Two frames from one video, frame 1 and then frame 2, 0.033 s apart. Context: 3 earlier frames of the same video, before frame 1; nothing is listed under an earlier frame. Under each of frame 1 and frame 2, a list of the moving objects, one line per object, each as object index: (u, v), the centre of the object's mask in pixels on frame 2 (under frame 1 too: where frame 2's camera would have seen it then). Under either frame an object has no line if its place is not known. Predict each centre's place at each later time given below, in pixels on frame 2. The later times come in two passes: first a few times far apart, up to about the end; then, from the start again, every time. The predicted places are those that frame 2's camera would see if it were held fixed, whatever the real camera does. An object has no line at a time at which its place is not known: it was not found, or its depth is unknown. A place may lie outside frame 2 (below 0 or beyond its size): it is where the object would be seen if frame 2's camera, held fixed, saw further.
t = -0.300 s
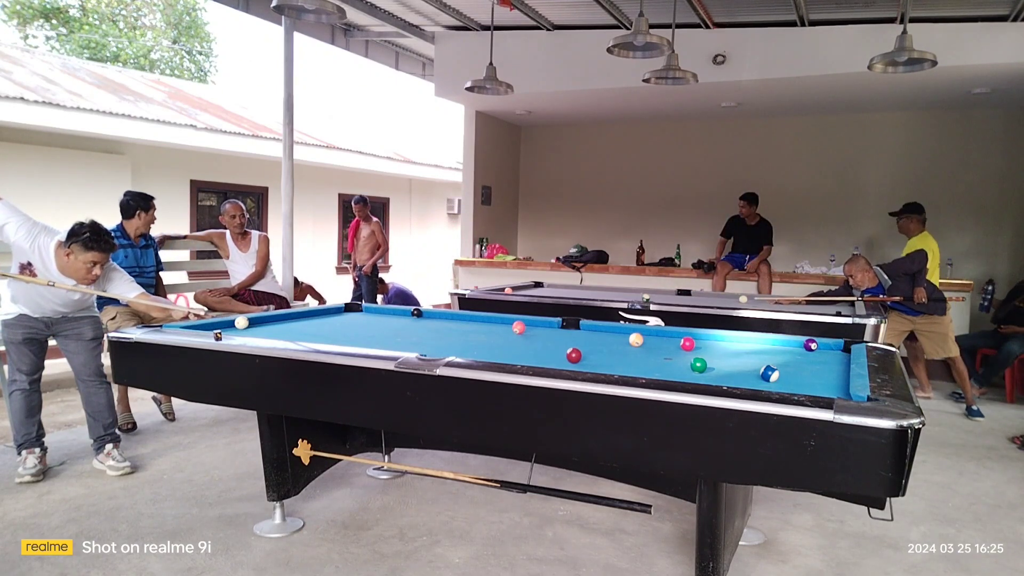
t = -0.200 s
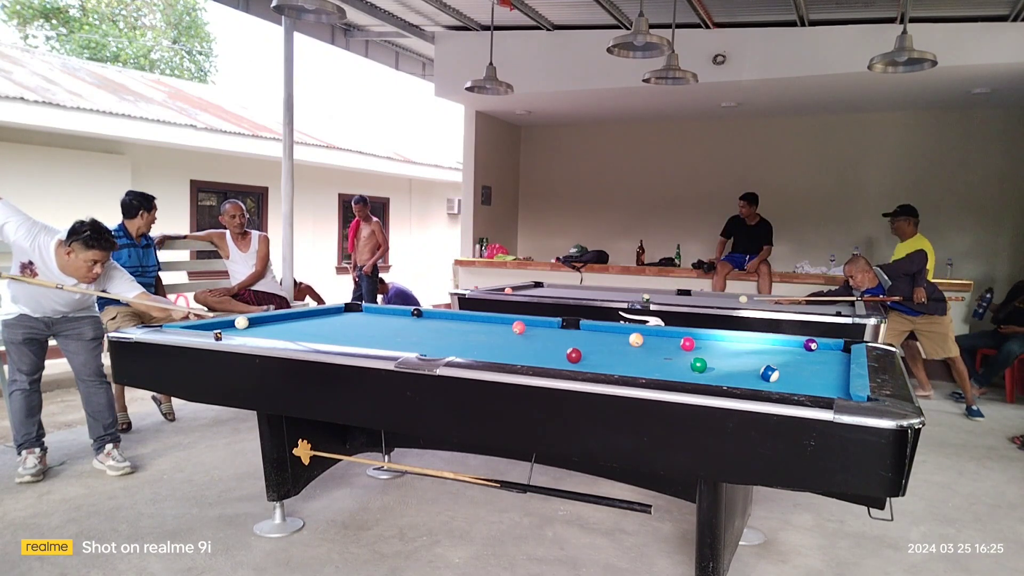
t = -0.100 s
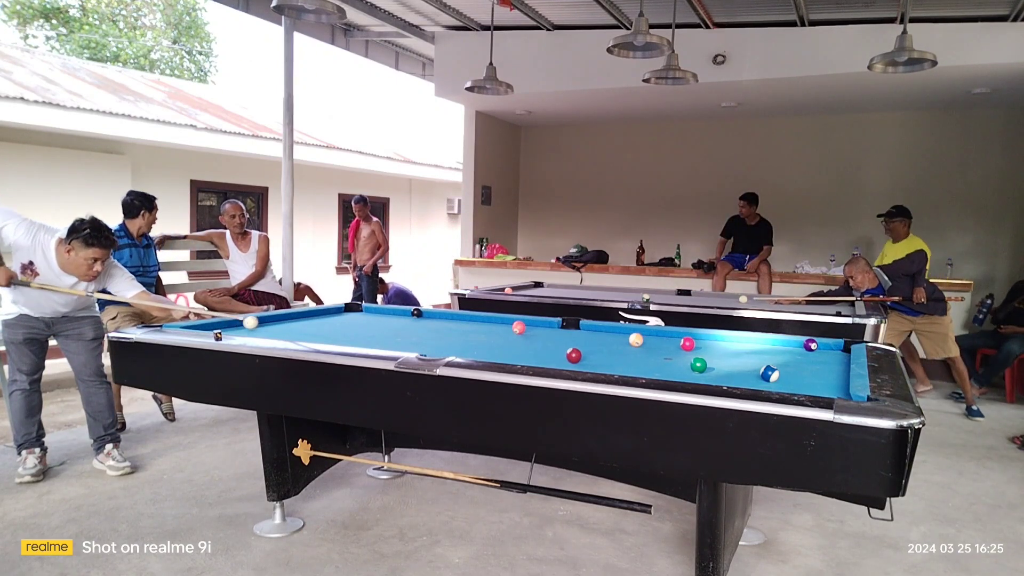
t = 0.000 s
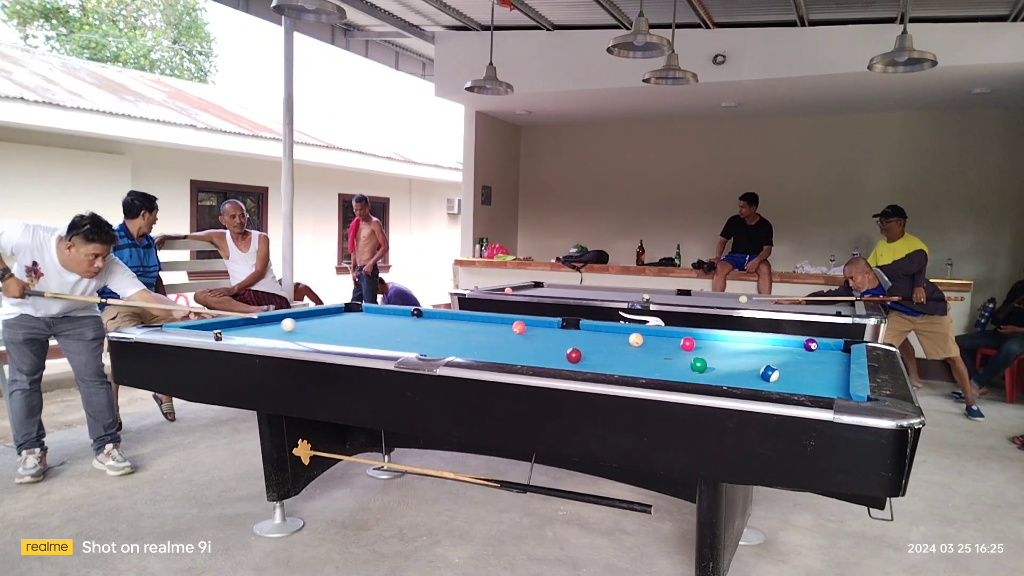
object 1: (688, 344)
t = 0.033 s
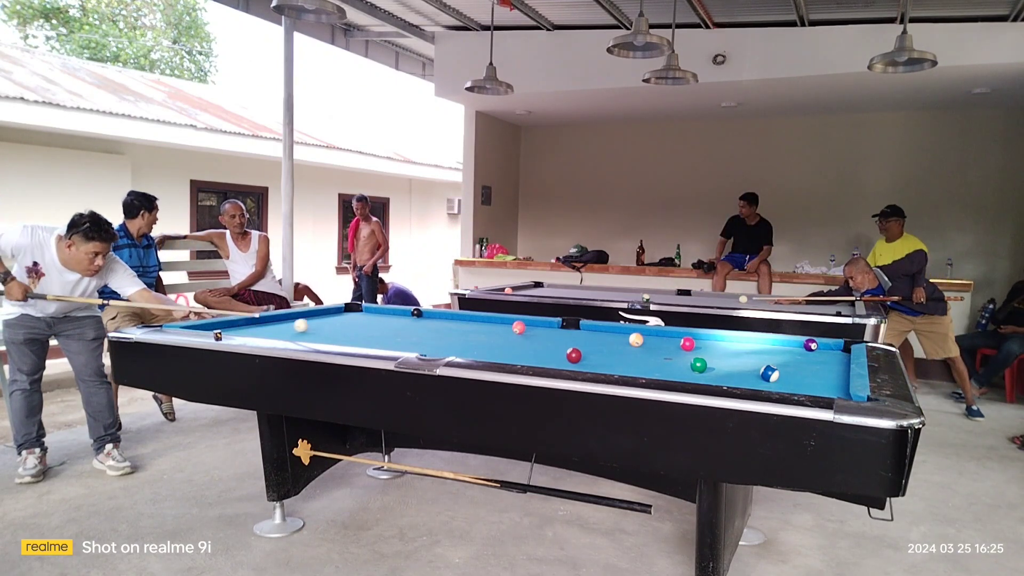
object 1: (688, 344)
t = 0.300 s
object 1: (688, 344)
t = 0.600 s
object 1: (688, 344)
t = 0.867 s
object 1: (688, 344)
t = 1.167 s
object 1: (745, 345)
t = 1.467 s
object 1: (817, 347)
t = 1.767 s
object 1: (820, 346)
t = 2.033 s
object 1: (799, 346)
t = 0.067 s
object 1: (688, 344)
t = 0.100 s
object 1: (688, 344)
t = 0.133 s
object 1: (688, 344)
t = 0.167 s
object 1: (688, 344)
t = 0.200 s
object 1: (688, 344)
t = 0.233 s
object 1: (688, 344)
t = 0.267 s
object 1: (688, 344)
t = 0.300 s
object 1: (688, 344)
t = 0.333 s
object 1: (688, 344)
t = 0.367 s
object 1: (688, 344)
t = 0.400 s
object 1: (688, 344)
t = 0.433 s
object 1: (688, 344)
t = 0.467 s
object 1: (688, 344)
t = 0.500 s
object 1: (688, 344)
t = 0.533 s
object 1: (688, 344)
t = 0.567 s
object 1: (688, 344)
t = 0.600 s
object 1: (688, 344)
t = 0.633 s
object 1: (688, 344)
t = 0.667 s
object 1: (688, 344)
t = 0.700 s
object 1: (688, 344)
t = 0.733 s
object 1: (688, 344)
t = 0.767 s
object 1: (688, 344)
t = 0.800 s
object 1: (688, 344)
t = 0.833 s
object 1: (688, 344)
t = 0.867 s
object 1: (688, 344)
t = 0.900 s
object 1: (688, 344)
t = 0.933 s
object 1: (688, 344)
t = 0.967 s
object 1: (688, 344)
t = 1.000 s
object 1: (694, 344)
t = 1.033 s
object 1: (706, 344)
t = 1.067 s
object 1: (717, 344)
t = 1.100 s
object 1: (727, 344)
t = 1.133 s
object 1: (736, 345)
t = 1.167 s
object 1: (745, 345)
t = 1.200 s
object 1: (753, 345)
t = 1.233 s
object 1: (761, 345)
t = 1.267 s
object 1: (769, 346)
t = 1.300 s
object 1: (777, 346)
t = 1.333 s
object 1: (785, 346)
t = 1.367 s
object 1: (793, 346)
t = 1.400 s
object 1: (801, 346)
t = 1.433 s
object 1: (809, 346)
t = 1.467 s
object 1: (817, 347)
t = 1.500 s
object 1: (825, 347)
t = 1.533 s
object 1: (833, 348)
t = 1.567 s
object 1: (841, 348)
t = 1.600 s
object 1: (842, 348)
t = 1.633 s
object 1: (838, 348)
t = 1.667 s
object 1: (833, 347)
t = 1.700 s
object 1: (829, 347)
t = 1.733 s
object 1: (824, 346)
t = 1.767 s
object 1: (820, 346)
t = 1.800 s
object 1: (817, 346)
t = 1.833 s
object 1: (814, 345)
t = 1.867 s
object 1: (811, 346)
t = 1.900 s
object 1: (809, 346)
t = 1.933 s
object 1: (806, 346)
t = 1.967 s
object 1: (804, 345)
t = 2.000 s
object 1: (801, 345)
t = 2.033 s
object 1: (799, 346)
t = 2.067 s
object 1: (796, 346)
